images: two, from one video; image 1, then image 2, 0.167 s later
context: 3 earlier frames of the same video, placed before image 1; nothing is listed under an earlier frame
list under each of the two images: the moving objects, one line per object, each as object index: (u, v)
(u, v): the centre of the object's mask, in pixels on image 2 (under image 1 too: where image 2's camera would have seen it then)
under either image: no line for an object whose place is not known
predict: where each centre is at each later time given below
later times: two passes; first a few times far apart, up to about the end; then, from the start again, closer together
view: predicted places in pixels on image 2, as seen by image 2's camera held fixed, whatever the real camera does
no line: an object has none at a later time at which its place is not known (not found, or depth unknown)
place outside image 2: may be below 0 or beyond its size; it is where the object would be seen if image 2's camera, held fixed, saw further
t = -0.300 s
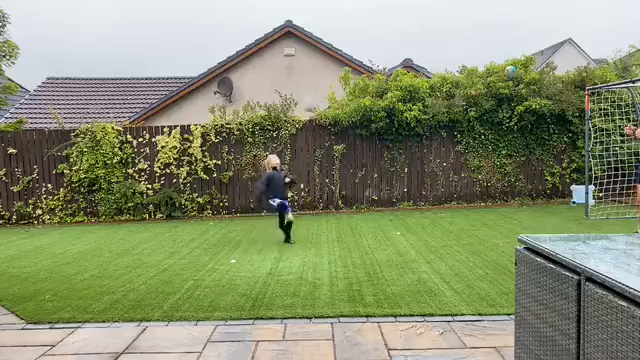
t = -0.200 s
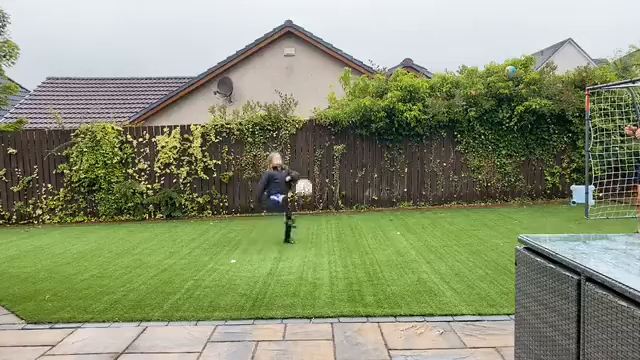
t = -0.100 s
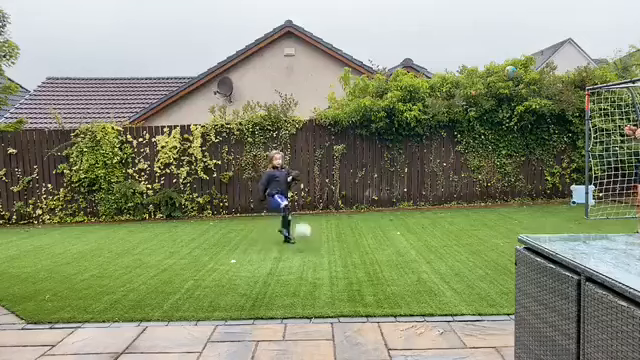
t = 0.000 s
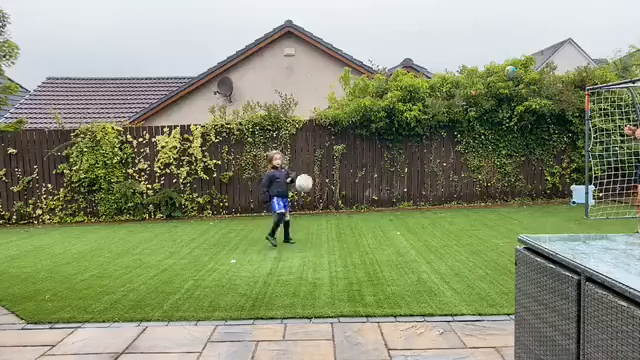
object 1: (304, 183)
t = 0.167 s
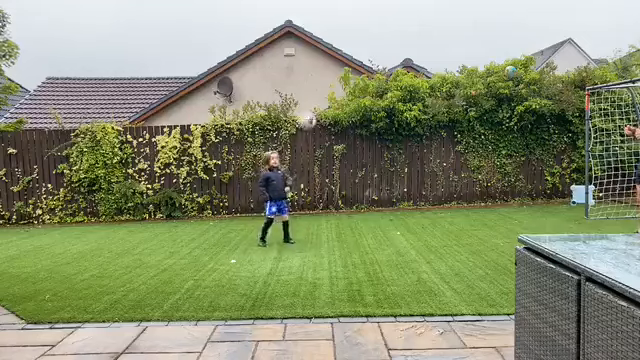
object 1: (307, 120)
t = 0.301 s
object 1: (309, 87)
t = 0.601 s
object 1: (315, 69)
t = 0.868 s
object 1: (324, 127)
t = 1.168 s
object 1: (333, 247)
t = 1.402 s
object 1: (340, 184)
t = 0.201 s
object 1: (307, 110)
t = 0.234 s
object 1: (308, 102)
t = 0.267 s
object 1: (309, 94)
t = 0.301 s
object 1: (309, 87)
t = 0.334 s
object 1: (310, 81)
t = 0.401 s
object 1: (312, 72)
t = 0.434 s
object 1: (312, 68)
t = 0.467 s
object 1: (313, 67)
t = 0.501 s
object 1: (313, 66)
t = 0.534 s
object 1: (314, 66)
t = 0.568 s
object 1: (315, 67)
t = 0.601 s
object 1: (315, 69)
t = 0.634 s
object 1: (316, 73)
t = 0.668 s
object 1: (319, 78)
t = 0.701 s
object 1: (319, 83)
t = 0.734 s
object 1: (320, 89)
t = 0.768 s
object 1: (321, 98)
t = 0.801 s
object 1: (321, 105)
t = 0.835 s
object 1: (323, 115)
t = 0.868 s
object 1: (324, 127)
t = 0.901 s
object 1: (325, 139)
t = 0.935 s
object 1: (326, 152)
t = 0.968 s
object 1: (327, 166)
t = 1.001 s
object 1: (328, 181)
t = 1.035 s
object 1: (329, 197)
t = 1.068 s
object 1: (330, 213)
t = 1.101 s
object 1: (332, 231)
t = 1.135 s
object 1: (333, 251)
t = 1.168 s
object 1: (333, 247)
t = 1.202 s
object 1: (334, 235)
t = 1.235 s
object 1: (335, 224)
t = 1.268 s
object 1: (336, 214)
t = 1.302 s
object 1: (337, 204)
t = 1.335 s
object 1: (338, 197)
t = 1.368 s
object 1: (339, 191)
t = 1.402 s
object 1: (340, 184)
